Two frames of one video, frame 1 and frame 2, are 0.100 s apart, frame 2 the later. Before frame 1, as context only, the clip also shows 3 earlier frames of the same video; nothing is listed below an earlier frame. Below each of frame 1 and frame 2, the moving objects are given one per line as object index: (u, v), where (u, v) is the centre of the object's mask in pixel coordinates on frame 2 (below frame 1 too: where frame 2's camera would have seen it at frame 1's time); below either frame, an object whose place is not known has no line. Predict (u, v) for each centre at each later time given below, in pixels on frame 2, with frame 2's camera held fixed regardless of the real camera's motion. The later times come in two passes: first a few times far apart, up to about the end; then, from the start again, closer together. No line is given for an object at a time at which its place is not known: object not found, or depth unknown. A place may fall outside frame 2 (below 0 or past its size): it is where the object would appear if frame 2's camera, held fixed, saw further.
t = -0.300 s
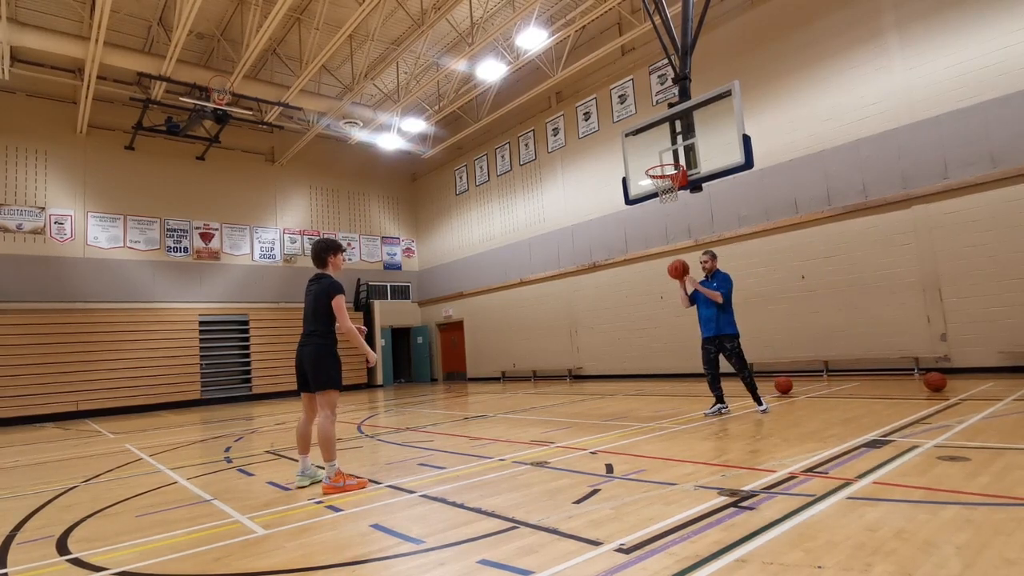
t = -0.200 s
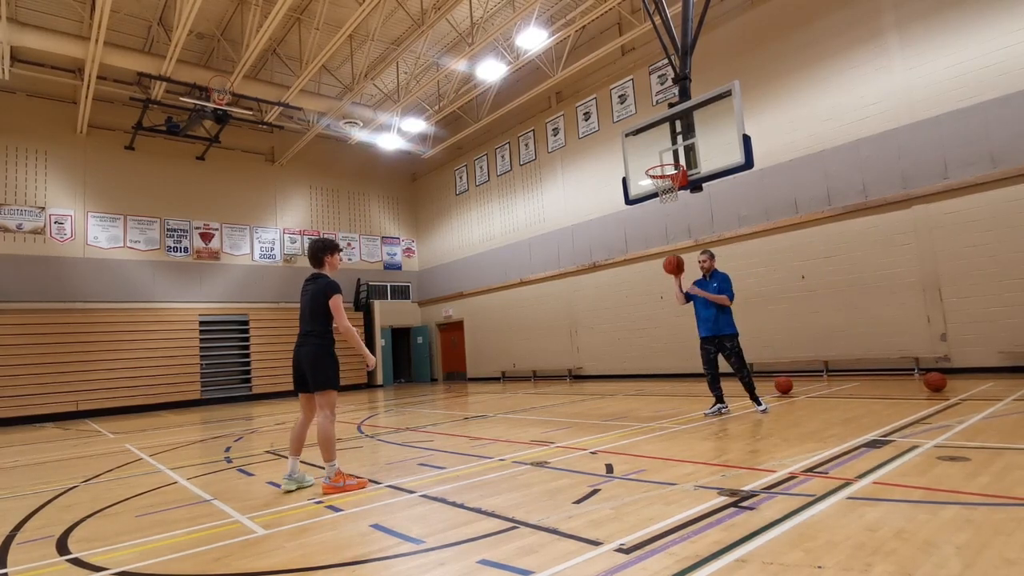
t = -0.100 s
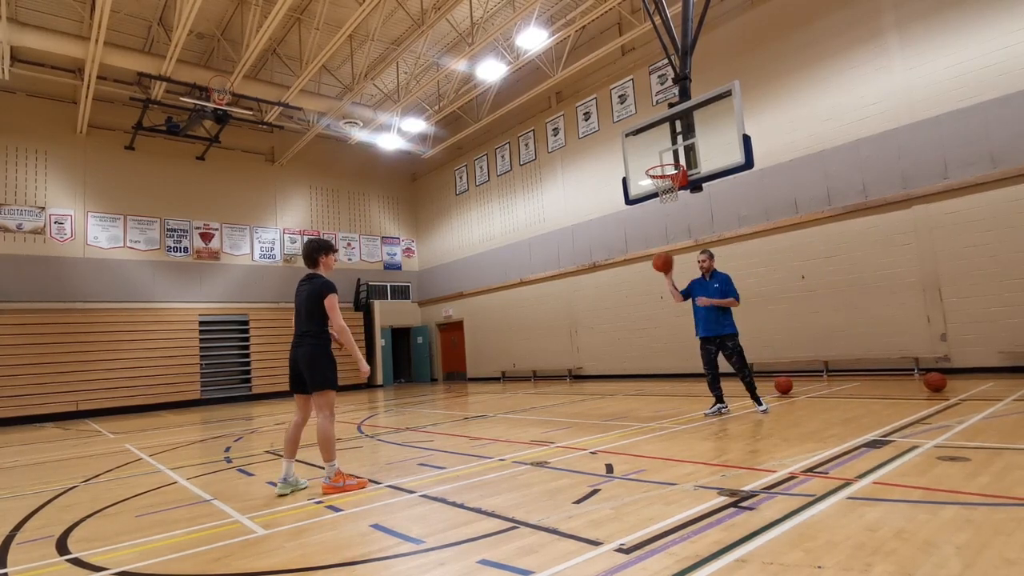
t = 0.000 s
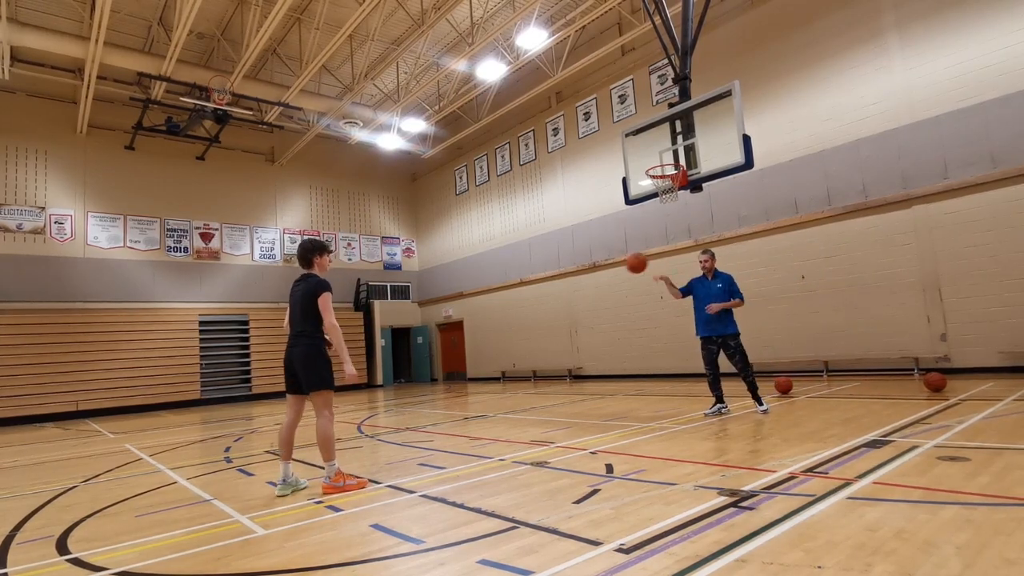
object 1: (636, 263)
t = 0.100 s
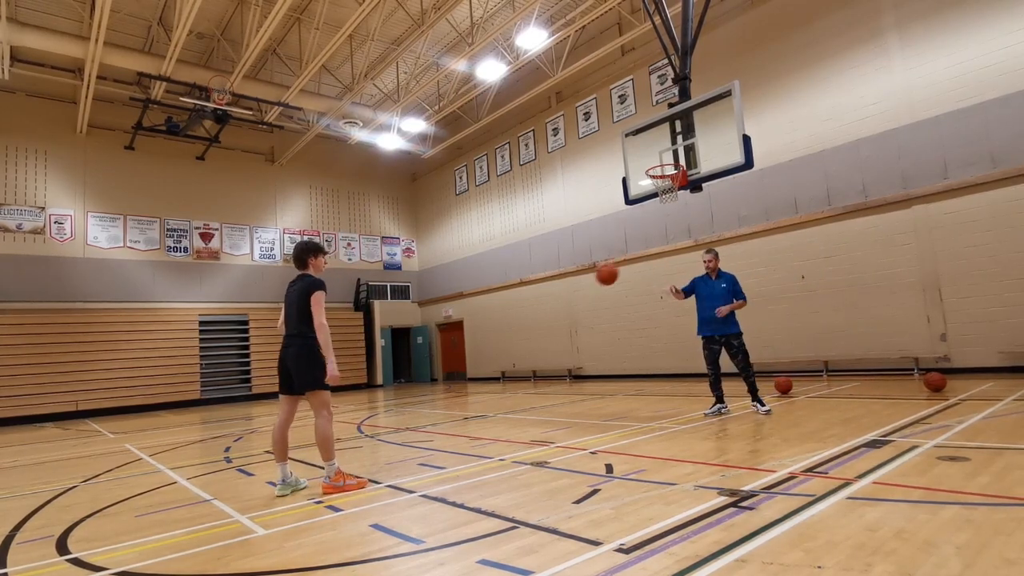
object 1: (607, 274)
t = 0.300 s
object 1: (541, 331)
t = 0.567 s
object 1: (442, 421)
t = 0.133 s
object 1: (597, 279)
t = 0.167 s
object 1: (586, 287)
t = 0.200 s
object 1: (575, 296)
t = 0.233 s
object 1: (564, 306)
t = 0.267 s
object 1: (553, 318)
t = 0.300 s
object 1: (541, 331)
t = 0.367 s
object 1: (516, 363)
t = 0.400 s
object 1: (503, 381)
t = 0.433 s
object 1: (489, 402)
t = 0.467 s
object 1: (474, 426)
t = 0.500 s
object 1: (460, 450)
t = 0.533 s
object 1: (451, 436)
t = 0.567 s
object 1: (442, 421)
